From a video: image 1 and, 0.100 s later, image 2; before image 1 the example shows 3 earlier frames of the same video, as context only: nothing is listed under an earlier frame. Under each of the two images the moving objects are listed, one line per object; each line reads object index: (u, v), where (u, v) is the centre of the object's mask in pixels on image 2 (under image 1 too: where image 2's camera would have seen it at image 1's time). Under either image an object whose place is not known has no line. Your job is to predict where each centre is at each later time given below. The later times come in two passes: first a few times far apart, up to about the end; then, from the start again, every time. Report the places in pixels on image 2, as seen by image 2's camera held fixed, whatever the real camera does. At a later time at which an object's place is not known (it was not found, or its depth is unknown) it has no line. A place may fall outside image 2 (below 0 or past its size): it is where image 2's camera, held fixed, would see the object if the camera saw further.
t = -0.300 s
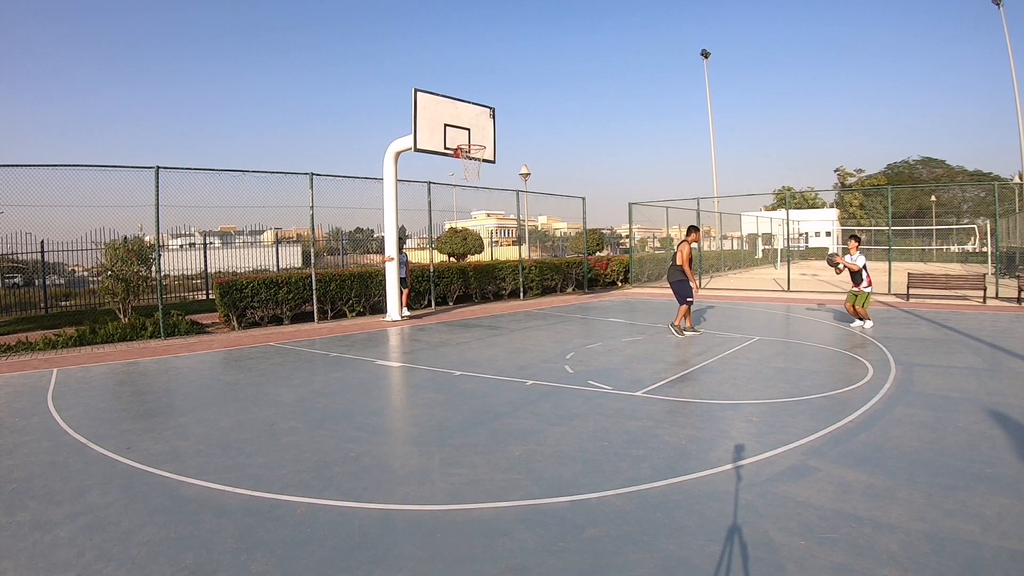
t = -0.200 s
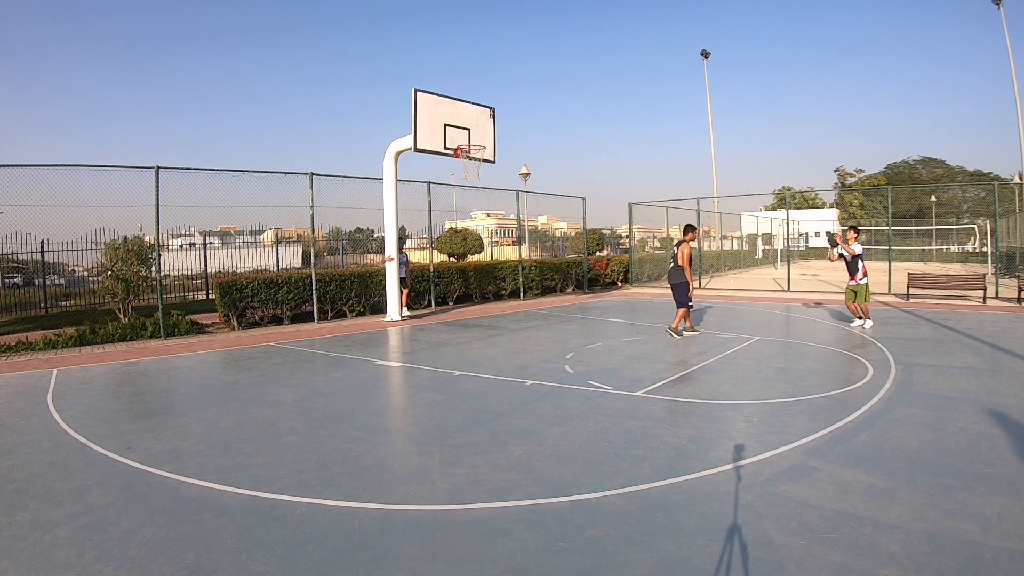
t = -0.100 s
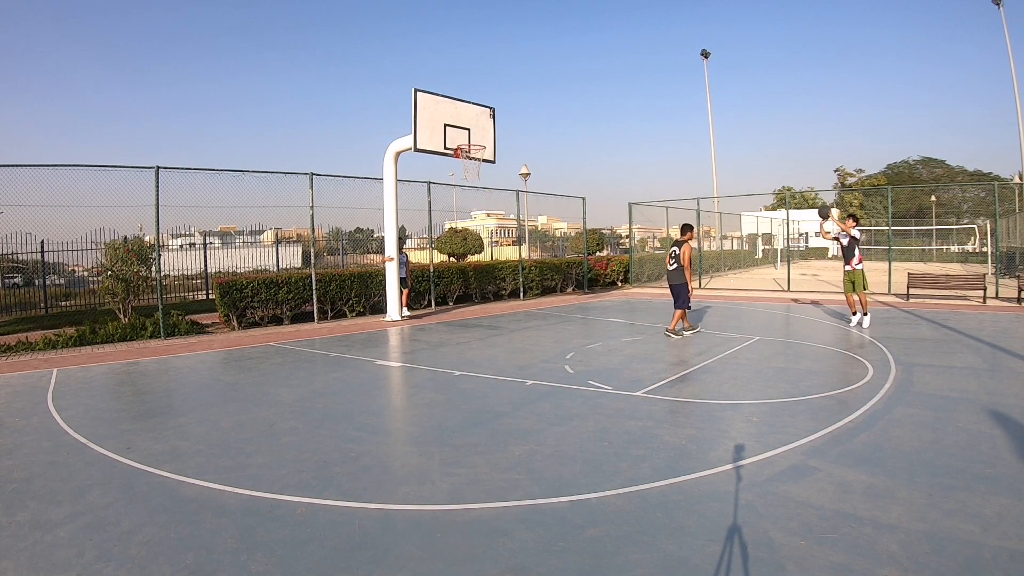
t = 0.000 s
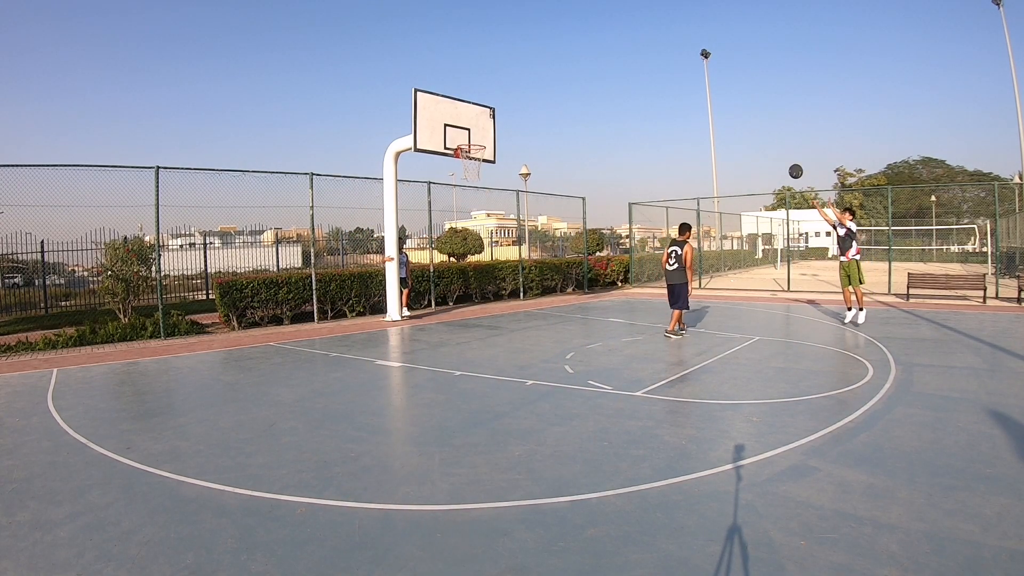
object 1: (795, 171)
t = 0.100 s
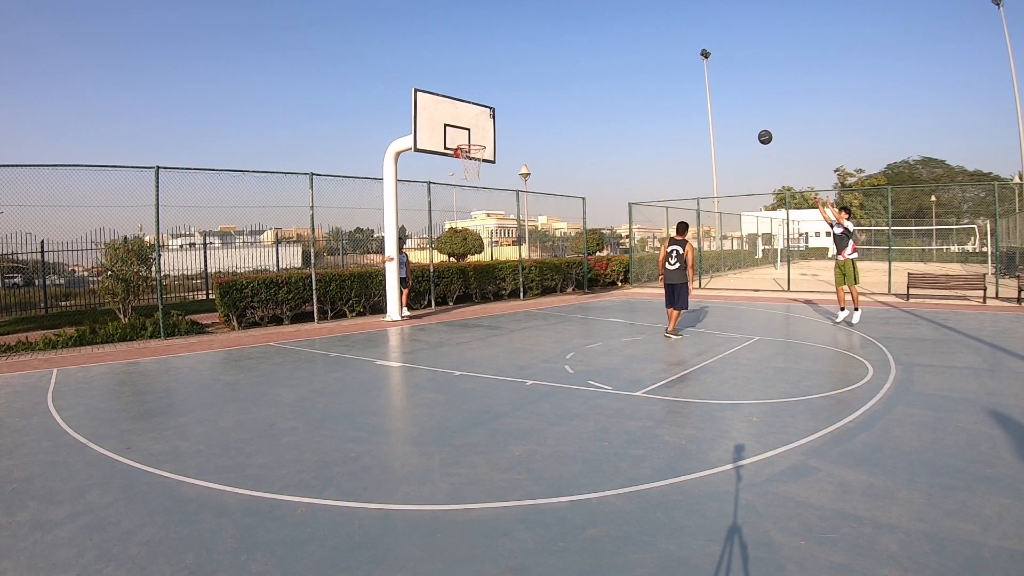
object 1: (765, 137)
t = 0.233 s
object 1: (724, 102)
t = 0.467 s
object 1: (660, 68)
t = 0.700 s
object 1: (595, 64)
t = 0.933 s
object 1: (534, 90)
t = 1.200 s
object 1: (476, 137)
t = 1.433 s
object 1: (491, 105)
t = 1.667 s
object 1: (513, 103)
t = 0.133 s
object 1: (755, 127)
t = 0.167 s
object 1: (750, 122)
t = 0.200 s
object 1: (734, 109)
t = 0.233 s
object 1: (724, 102)
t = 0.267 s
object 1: (719, 98)
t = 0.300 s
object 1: (704, 88)
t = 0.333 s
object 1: (699, 85)
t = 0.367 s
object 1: (689, 80)
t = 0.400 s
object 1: (674, 73)
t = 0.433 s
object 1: (669, 72)
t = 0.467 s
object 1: (660, 68)
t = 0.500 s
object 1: (646, 65)
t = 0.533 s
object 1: (641, 64)
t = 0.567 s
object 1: (632, 63)
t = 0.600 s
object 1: (618, 62)
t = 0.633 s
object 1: (613, 62)
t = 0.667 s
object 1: (604, 63)
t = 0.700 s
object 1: (595, 64)
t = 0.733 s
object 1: (586, 66)
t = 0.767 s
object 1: (577, 68)
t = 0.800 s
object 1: (568, 71)
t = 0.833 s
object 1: (560, 75)
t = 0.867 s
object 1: (551, 79)
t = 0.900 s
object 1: (542, 84)
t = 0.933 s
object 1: (534, 90)
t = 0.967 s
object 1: (525, 96)
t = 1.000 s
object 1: (517, 103)
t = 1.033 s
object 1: (509, 110)
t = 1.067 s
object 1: (501, 118)
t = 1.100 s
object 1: (492, 127)
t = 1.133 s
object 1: (484, 136)
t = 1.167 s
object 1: (478, 141)
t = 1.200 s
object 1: (476, 137)
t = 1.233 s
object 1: (474, 131)
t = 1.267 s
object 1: (476, 125)
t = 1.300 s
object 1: (479, 120)
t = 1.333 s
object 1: (482, 115)
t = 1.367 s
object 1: (485, 111)
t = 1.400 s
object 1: (488, 108)
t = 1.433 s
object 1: (491, 105)
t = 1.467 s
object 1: (494, 103)
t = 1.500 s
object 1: (497, 101)
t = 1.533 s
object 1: (500, 101)
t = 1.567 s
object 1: (503, 100)
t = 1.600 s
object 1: (506, 100)
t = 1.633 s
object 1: (510, 101)
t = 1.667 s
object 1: (513, 103)
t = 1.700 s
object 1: (516, 105)
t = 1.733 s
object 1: (520, 108)
